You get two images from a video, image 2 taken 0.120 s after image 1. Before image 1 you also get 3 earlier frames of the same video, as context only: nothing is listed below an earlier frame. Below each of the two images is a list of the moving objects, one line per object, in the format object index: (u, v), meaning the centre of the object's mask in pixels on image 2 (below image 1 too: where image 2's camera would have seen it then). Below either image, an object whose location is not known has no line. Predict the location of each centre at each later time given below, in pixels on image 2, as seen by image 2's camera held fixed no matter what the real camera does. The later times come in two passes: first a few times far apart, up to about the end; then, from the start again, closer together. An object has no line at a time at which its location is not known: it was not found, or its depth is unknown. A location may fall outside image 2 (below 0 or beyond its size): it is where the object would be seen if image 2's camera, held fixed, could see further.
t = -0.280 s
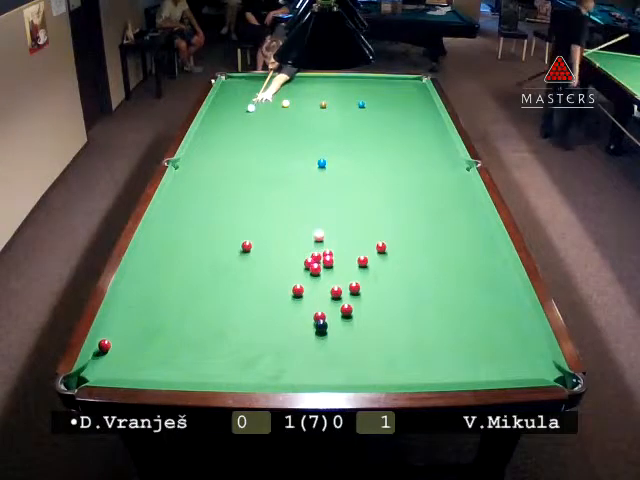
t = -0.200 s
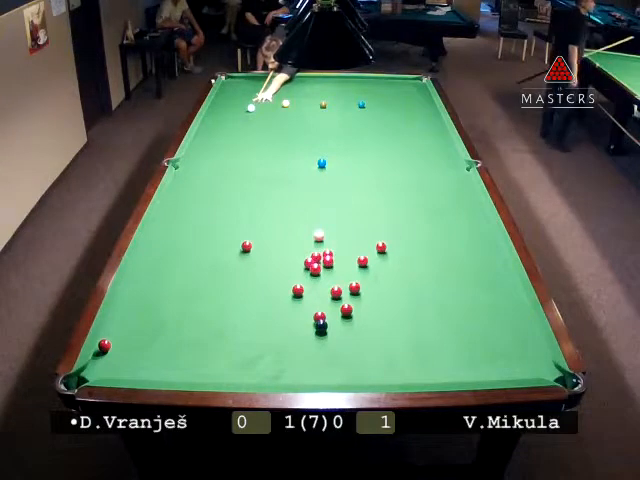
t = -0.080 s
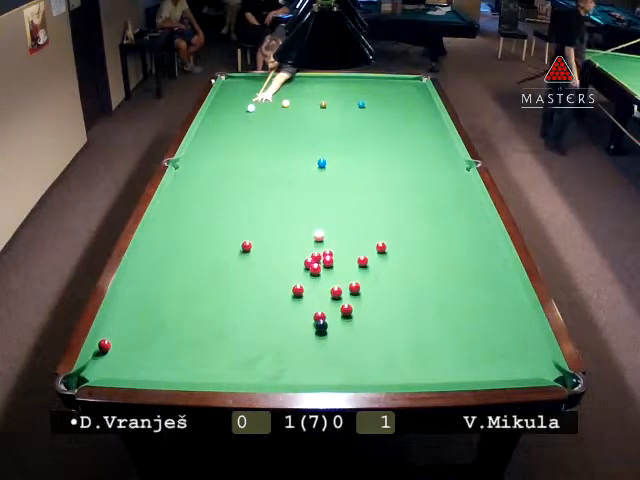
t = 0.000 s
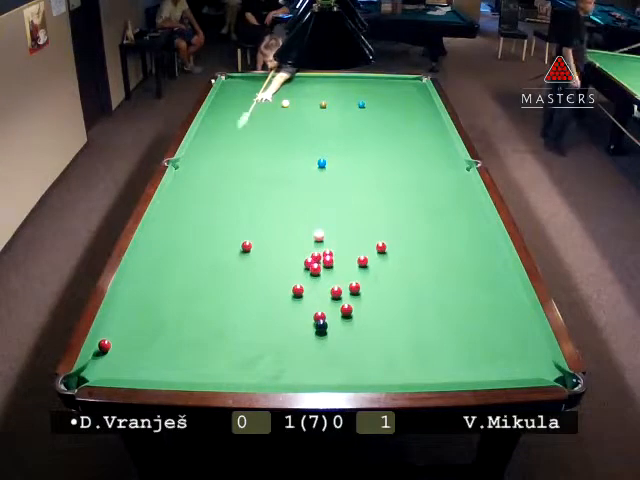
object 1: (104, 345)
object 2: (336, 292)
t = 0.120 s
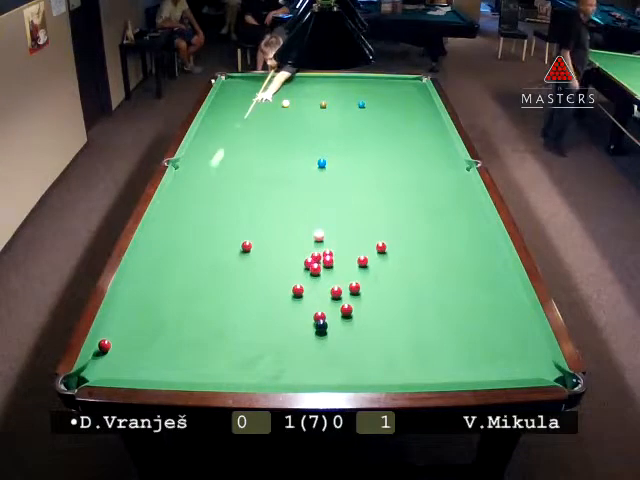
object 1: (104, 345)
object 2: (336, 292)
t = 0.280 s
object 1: (104, 345)
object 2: (336, 292)
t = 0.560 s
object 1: (94, 361)
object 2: (336, 292)
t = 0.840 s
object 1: (202, 364)
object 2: (336, 292)
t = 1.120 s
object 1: (281, 351)
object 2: (336, 292)
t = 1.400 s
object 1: (353, 337)
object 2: (336, 292)
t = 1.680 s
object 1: (417, 322)
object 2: (336, 292)
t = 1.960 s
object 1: (472, 310)
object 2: (336, 292)
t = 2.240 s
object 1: (517, 298)
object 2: (336, 292)
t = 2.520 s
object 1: (482, 294)
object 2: (336, 292)
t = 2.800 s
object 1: (447, 292)
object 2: (336, 292)
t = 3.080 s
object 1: (415, 289)
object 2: (336, 292)
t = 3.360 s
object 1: (383, 286)
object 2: (336, 292)
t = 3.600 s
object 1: (361, 281)
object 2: (336, 292)
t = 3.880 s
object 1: (346, 275)
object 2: (333, 292)
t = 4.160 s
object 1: (333, 269)
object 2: (329, 293)
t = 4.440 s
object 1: (327, 268)
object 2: (326, 294)
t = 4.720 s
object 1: (327, 268)
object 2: (326, 294)
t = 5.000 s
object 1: (326, 268)
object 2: (326, 294)
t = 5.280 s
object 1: (326, 268)
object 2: (326, 294)
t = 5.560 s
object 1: (326, 268)
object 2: (326, 294)
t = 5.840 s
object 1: (326, 268)
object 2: (326, 294)
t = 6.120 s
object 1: (326, 268)
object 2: (326, 294)
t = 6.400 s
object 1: (326, 268)
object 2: (326, 294)
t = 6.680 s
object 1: (326, 268)
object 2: (326, 294)
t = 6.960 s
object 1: (326, 268)
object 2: (326, 294)
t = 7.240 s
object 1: (326, 268)
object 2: (326, 294)
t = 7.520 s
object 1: (326, 268)
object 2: (326, 294)
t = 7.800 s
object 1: (326, 268)
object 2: (326, 294)
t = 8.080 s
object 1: (326, 267)
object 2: (326, 294)
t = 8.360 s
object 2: (326, 294)
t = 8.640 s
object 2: (326, 294)
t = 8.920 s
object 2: (326, 294)
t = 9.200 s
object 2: (326, 294)
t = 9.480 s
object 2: (326, 294)
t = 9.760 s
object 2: (326, 294)
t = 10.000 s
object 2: (326, 294)
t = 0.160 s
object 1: (104, 345)
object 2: (336, 292)
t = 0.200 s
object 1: (104, 345)
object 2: (336, 292)
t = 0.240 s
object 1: (104, 345)
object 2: (336, 292)
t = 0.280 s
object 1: (104, 345)
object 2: (336, 292)
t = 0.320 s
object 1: (104, 345)
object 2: (336, 292)
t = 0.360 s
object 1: (104, 345)
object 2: (336, 292)
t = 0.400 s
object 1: (104, 345)
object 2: (336, 292)
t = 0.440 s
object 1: (104, 346)
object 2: (336, 292)
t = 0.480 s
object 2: (336, 292)
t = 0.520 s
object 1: (90, 369)
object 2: (336, 292)
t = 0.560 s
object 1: (94, 361)
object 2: (336, 292)
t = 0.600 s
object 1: (110, 358)
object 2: (336, 292)
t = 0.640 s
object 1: (125, 357)
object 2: (336, 292)
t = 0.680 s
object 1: (141, 360)
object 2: (336, 292)
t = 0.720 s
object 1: (160, 365)
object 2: (336, 292)
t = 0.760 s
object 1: (175, 365)
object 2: (336, 292)
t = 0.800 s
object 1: (187, 364)
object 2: (336, 292)
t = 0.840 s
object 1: (202, 364)
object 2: (336, 292)
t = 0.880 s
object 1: (214, 363)
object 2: (336, 292)
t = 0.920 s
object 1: (227, 361)
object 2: (336, 292)
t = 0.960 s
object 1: (238, 359)
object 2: (336, 292)
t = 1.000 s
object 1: (249, 357)
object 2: (336, 292)
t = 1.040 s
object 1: (260, 356)
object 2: (336, 292)
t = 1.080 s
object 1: (271, 353)
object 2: (336, 292)
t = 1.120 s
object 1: (281, 351)
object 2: (336, 292)
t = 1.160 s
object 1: (292, 349)
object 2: (336, 292)
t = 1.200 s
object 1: (302, 348)
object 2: (336, 292)
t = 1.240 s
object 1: (313, 345)
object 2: (336, 292)
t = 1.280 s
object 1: (324, 342)
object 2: (336, 292)
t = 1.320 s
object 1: (333, 341)
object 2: (336, 292)
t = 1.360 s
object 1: (344, 339)
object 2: (336, 292)
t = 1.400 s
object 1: (353, 337)
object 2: (336, 292)
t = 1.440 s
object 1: (363, 335)
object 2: (336, 292)
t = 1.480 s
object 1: (372, 333)
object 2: (336, 292)
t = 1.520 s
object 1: (381, 331)
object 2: (336, 292)
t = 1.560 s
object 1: (391, 329)
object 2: (336, 292)
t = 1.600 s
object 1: (400, 327)
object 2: (336, 292)
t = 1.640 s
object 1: (408, 325)
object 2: (336, 292)
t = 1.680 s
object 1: (417, 322)
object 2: (336, 292)
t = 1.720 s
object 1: (424, 320)
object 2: (336, 292)
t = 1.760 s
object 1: (433, 319)
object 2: (336, 292)
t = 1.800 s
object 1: (441, 317)
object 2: (336, 292)
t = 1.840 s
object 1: (450, 315)
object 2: (336, 292)
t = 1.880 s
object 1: (458, 313)
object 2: (336, 292)
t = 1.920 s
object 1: (465, 311)
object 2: (336, 292)
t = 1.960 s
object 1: (472, 310)
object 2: (336, 292)
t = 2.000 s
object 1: (480, 308)
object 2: (336, 292)
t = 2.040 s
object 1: (487, 306)
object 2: (336, 292)
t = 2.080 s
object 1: (494, 304)
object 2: (336, 292)
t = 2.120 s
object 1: (502, 303)
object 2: (336, 292)
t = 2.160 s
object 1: (509, 301)
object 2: (336, 292)
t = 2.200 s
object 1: (514, 299)
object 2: (336, 292)
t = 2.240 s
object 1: (517, 298)
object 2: (336, 292)
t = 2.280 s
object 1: (513, 298)
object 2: (336, 292)
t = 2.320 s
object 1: (507, 297)
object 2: (336, 292)
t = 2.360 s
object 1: (502, 296)
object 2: (336, 292)
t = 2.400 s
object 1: (497, 296)
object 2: (336, 292)
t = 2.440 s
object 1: (492, 295)
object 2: (336, 292)
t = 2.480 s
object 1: (487, 295)
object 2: (336, 292)
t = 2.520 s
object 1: (482, 294)
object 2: (336, 292)
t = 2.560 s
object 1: (477, 294)
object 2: (336, 292)
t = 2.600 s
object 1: (472, 294)
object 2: (336, 292)
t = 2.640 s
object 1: (467, 294)
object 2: (336, 292)
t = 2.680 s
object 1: (462, 293)
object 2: (336, 292)
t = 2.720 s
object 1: (457, 293)
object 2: (336, 292)
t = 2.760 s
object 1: (452, 292)
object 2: (336, 292)
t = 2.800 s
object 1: (447, 292)
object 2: (336, 292)
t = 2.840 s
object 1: (442, 292)
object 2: (336, 292)
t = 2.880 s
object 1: (437, 291)
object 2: (336, 292)
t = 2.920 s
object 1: (433, 290)
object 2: (336, 292)
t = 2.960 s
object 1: (428, 289)
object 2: (336, 292)
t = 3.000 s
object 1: (423, 290)
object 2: (336, 292)
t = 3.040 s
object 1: (419, 289)
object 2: (336, 292)
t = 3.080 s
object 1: (415, 289)
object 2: (336, 292)
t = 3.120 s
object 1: (410, 288)
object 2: (336, 292)
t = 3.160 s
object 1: (405, 288)
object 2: (336, 292)
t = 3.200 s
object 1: (401, 287)
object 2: (336, 292)
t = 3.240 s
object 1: (396, 287)
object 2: (336, 292)
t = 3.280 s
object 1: (392, 287)
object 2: (336, 292)
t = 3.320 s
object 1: (388, 286)
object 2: (336, 292)
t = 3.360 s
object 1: (383, 286)
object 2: (336, 292)
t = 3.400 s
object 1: (379, 285)
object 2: (336, 292)
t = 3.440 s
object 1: (375, 285)
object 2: (336, 292)
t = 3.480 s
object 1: (371, 284)
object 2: (336, 292)
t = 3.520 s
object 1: (367, 284)
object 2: (336, 292)
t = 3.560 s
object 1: (363, 283)
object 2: (336, 292)
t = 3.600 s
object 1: (361, 281)
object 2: (336, 292)
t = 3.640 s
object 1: (359, 281)
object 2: (336, 292)
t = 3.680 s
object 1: (356, 279)
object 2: (336, 292)
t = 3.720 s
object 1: (354, 278)
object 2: (336, 292)
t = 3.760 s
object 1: (352, 277)
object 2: (335, 292)
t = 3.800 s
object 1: (350, 277)
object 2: (334, 292)
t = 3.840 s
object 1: (348, 276)
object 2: (334, 292)
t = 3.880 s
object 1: (346, 275)
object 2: (333, 292)
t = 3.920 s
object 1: (343, 274)
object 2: (332, 292)
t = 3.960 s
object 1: (342, 273)
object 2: (331, 292)
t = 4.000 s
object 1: (340, 272)
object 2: (331, 293)
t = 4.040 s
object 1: (338, 271)
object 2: (330, 293)
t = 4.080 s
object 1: (336, 271)
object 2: (330, 293)
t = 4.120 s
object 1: (334, 270)
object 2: (329, 293)
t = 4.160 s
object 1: (333, 269)
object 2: (329, 293)
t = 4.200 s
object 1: (331, 268)
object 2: (328, 293)
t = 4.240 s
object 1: (330, 268)
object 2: (328, 294)
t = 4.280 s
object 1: (329, 268)
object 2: (327, 294)
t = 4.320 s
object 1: (329, 268)
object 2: (327, 293)
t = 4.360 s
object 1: (328, 268)
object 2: (327, 294)
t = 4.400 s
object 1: (327, 268)
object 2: (327, 294)
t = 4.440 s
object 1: (327, 268)
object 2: (326, 294)
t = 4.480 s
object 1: (327, 268)
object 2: (326, 294)
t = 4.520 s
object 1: (327, 268)
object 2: (326, 294)
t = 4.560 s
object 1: (327, 268)
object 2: (326, 294)
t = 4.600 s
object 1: (326, 268)
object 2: (326, 294)
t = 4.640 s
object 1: (326, 268)
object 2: (326, 294)
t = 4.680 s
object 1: (326, 268)
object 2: (326, 294)
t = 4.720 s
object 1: (327, 268)
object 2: (326, 294)
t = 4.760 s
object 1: (327, 268)
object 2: (326, 294)
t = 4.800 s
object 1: (326, 268)
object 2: (326, 294)
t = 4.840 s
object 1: (326, 268)
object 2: (326, 294)
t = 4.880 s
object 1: (326, 268)
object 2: (326, 294)
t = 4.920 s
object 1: (326, 268)
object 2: (326, 294)
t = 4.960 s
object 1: (326, 268)
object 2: (326, 294)
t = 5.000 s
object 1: (326, 268)
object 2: (326, 294)
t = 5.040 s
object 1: (326, 268)
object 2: (326, 294)
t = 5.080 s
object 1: (326, 268)
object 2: (326, 294)
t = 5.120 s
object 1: (326, 268)
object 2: (326, 294)
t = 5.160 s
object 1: (326, 268)
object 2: (326, 294)
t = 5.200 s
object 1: (326, 268)
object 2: (326, 294)
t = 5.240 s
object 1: (326, 268)
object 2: (326, 294)
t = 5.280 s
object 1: (326, 268)
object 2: (326, 294)
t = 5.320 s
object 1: (326, 268)
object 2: (326, 294)
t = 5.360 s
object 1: (327, 268)
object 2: (326, 294)
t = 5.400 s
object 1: (327, 268)
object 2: (326, 294)
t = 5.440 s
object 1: (327, 268)
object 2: (326, 294)
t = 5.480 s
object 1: (327, 268)
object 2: (326, 294)
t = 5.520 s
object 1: (326, 268)
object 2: (326, 294)
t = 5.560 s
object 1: (326, 268)
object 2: (326, 294)
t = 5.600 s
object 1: (326, 268)
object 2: (326, 294)
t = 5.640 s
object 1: (326, 268)
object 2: (326, 294)
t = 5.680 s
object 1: (326, 268)
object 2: (326, 294)
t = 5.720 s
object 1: (326, 268)
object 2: (326, 294)
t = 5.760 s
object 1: (326, 268)
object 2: (326, 294)
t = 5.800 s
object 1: (326, 268)
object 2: (326, 294)
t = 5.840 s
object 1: (326, 268)
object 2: (326, 294)
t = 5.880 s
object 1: (326, 268)
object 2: (326, 294)
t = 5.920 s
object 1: (326, 268)
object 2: (326, 294)
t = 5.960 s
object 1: (326, 268)
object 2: (326, 294)
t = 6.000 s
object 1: (326, 268)
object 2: (326, 294)
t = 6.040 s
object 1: (326, 268)
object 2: (326, 294)
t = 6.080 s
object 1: (326, 268)
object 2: (326, 294)
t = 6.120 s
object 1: (326, 268)
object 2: (326, 294)
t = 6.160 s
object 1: (327, 268)
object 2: (326, 294)
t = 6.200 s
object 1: (326, 268)
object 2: (326, 294)
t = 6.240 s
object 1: (327, 268)
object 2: (326, 294)
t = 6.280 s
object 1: (327, 268)
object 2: (326, 294)
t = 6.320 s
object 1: (326, 268)
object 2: (326, 294)
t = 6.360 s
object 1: (326, 268)
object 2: (326, 294)
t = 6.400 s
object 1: (326, 268)
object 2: (326, 294)
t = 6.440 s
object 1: (327, 268)
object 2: (326, 294)
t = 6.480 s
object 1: (326, 268)
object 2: (326, 294)
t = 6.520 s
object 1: (326, 268)
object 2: (326, 294)
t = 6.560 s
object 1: (326, 268)
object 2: (326, 294)
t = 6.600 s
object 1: (326, 268)
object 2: (326, 294)
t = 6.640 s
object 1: (327, 268)
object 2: (326, 294)
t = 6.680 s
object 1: (326, 268)
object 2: (326, 294)
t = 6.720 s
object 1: (326, 268)
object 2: (326, 294)
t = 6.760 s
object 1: (326, 267)
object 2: (326, 294)
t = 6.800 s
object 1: (326, 268)
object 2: (326, 294)
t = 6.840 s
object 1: (326, 267)
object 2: (326, 294)
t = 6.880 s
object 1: (326, 268)
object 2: (326, 294)
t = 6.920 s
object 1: (326, 267)
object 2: (326, 294)
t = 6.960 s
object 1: (326, 268)
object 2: (326, 294)
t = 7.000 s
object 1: (326, 268)
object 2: (326, 294)
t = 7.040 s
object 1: (326, 268)
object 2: (326, 294)
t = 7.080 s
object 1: (326, 268)
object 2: (326, 294)
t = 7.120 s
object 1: (326, 268)
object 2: (326, 294)
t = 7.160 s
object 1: (327, 268)
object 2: (326, 294)
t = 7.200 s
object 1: (326, 268)
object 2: (326, 294)
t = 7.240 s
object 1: (326, 268)
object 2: (326, 294)
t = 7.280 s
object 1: (326, 268)
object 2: (326, 294)
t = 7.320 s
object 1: (326, 268)
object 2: (326, 294)
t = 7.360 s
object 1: (326, 268)
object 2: (326, 294)
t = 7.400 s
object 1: (326, 268)
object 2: (326, 294)
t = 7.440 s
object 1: (326, 268)
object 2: (326, 294)
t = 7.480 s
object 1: (326, 268)
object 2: (326, 294)
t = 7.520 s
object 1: (326, 268)
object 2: (326, 294)
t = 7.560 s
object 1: (326, 268)
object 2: (326, 294)
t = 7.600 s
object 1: (326, 268)
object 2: (326, 294)
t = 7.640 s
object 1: (326, 268)
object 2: (326, 294)
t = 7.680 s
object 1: (326, 268)
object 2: (326, 294)
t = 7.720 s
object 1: (326, 268)
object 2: (326, 294)
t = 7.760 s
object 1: (326, 268)
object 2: (326, 294)
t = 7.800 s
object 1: (326, 268)
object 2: (326, 294)
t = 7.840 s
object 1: (326, 268)
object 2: (326, 294)
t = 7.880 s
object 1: (326, 268)
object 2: (326, 294)
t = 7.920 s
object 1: (326, 268)
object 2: (326, 294)
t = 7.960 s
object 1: (326, 268)
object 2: (326, 294)
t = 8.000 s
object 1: (326, 267)
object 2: (326, 294)
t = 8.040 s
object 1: (326, 267)
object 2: (326, 294)
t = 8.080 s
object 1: (326, 267)
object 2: (326, 294)
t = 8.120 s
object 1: (326, 268)
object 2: (326, 294)
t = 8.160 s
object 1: (326, 268)
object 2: (326, 294)
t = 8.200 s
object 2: (326, 294)
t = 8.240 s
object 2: (326, 294)
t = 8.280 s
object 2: (326, 294)
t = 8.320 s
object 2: (326, 294)
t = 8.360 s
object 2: (326, 294)
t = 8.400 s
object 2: (326, 294)
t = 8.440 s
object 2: (326, 294)
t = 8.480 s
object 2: (326, 294)
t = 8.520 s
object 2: (326, 294)
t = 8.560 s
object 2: (326, 294)
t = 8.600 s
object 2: (326, 294)
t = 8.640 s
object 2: (326, 294)
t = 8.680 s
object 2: (326, 294)
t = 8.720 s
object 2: (326, 294)
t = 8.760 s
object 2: (326, 294)
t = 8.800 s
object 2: (326, 294)
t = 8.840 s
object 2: (326, 294)
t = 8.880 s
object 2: (326, 294)
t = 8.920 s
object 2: (326, 294)
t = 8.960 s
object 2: (326, 294)
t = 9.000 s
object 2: (326, 294)
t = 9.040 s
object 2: (326, 294)
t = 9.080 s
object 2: (326, 294)
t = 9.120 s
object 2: (326, 294)
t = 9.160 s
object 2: (326, 294)
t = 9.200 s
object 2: (326, 294)
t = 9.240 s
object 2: (326, 294)
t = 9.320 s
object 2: (326, 294)
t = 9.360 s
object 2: (326, 294)
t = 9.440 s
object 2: (326, 294)
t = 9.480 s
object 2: (326, 294)
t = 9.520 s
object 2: (326, 294)
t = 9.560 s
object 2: (326, 294)
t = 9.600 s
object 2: (326, 294)
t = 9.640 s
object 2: (326, 294)
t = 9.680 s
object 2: (326, 294)
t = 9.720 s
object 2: (326, 294)
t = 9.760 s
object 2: (326, 294)
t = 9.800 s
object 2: (326, 294)
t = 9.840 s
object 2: (326, 294)
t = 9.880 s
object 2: (326, 294)
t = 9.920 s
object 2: (326, 294)
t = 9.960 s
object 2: (326, 294)
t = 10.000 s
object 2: (326, 294)
